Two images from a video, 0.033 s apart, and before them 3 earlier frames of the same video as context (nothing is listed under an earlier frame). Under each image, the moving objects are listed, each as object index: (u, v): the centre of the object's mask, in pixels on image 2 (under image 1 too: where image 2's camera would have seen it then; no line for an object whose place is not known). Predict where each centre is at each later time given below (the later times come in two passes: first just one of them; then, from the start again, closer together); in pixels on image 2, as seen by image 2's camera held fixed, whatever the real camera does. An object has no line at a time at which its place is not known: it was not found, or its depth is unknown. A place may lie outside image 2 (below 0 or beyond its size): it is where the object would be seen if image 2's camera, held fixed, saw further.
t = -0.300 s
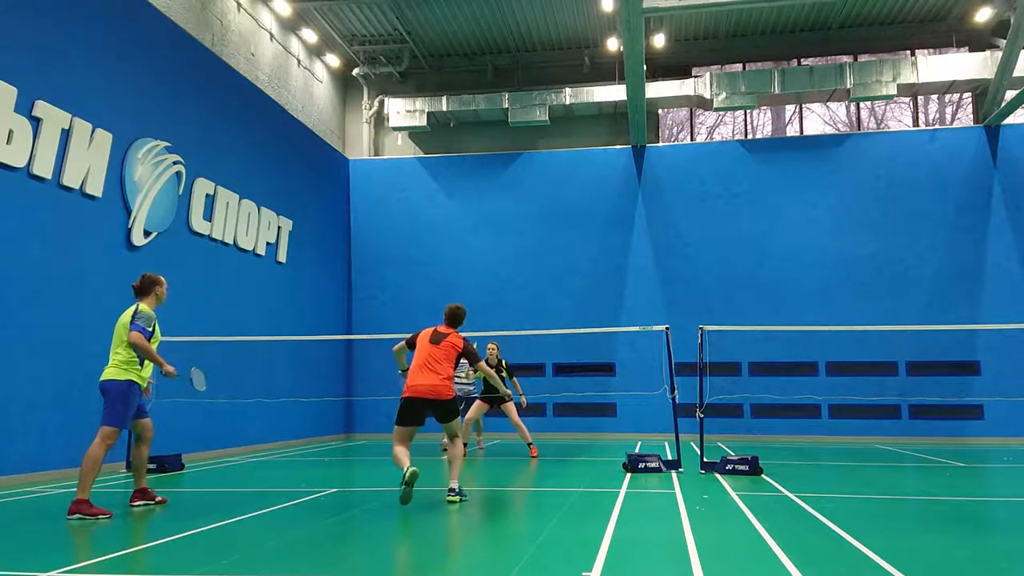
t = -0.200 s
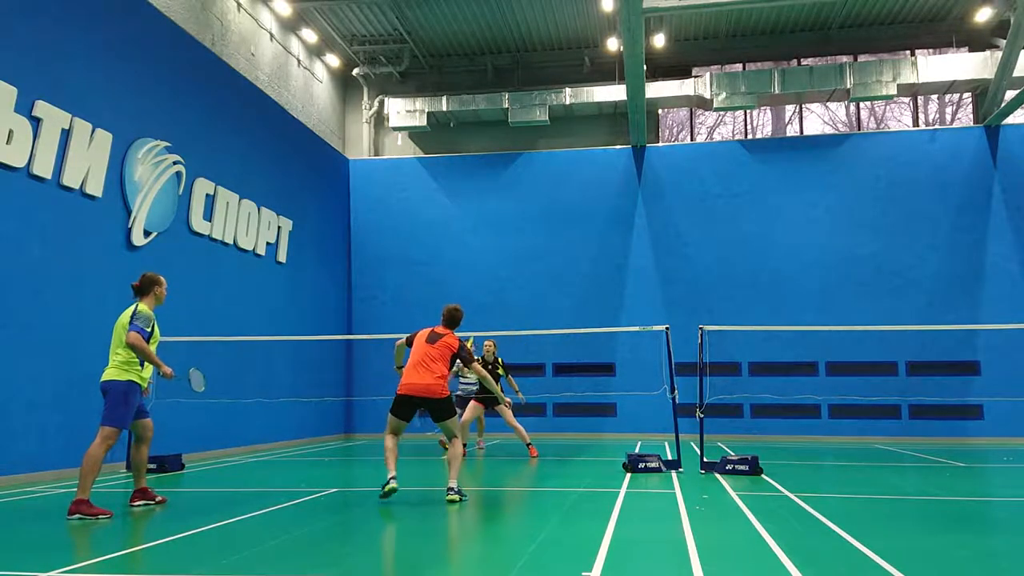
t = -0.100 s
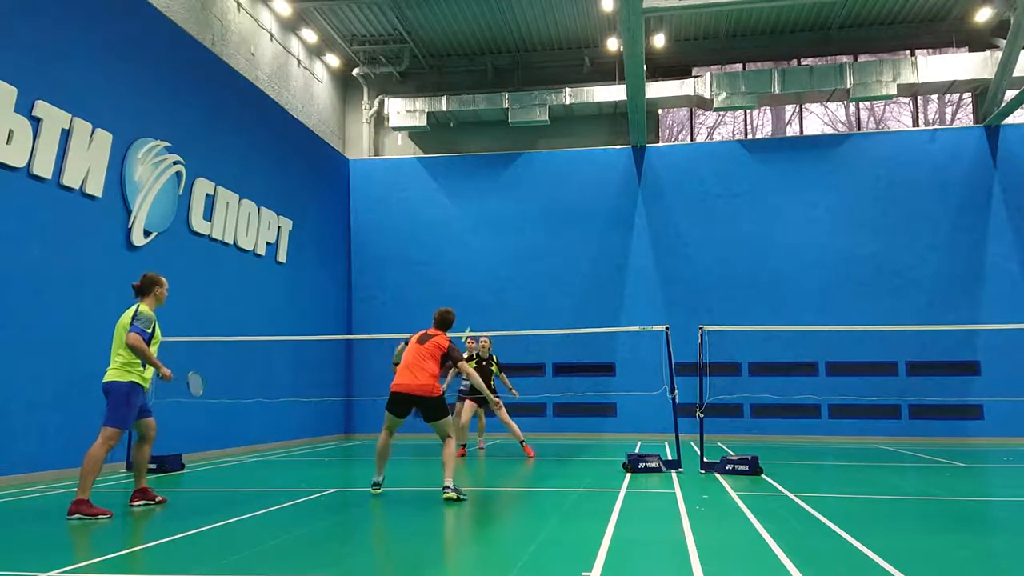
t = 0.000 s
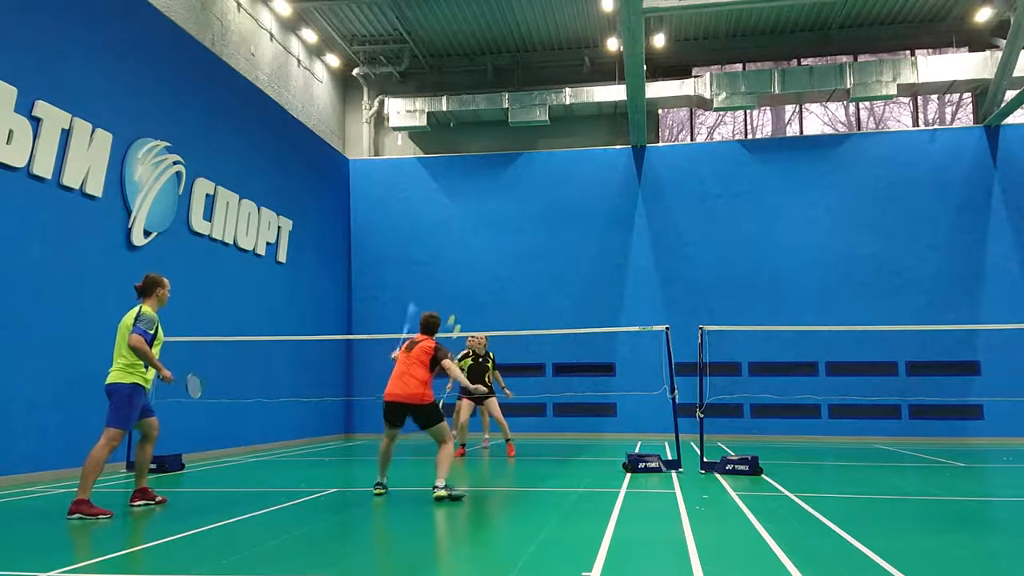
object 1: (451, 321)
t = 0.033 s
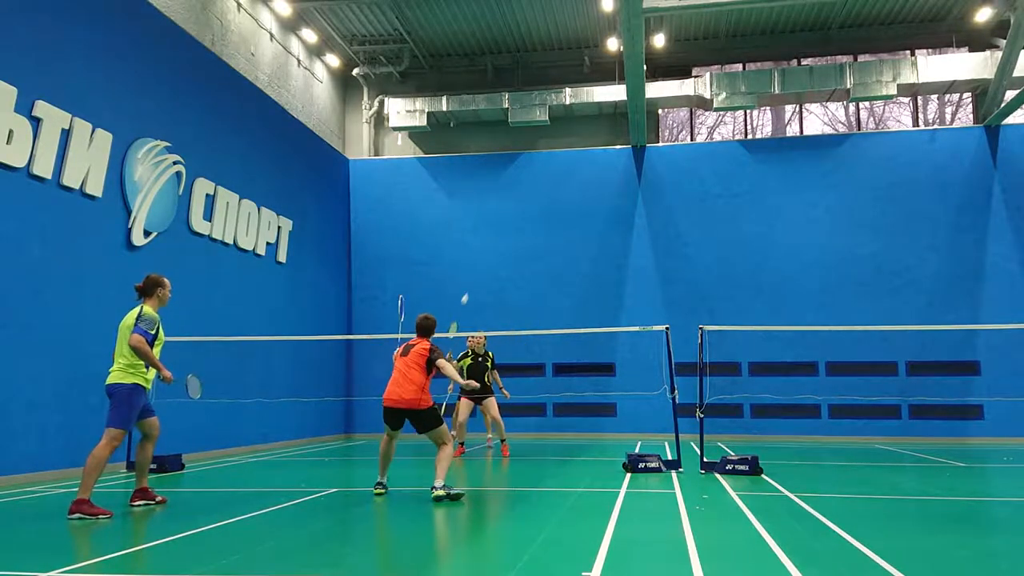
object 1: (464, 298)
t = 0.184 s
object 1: (500, 240)
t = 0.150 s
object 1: (494, 248)
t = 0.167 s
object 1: (497, 244)
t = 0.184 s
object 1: (500, 240)
